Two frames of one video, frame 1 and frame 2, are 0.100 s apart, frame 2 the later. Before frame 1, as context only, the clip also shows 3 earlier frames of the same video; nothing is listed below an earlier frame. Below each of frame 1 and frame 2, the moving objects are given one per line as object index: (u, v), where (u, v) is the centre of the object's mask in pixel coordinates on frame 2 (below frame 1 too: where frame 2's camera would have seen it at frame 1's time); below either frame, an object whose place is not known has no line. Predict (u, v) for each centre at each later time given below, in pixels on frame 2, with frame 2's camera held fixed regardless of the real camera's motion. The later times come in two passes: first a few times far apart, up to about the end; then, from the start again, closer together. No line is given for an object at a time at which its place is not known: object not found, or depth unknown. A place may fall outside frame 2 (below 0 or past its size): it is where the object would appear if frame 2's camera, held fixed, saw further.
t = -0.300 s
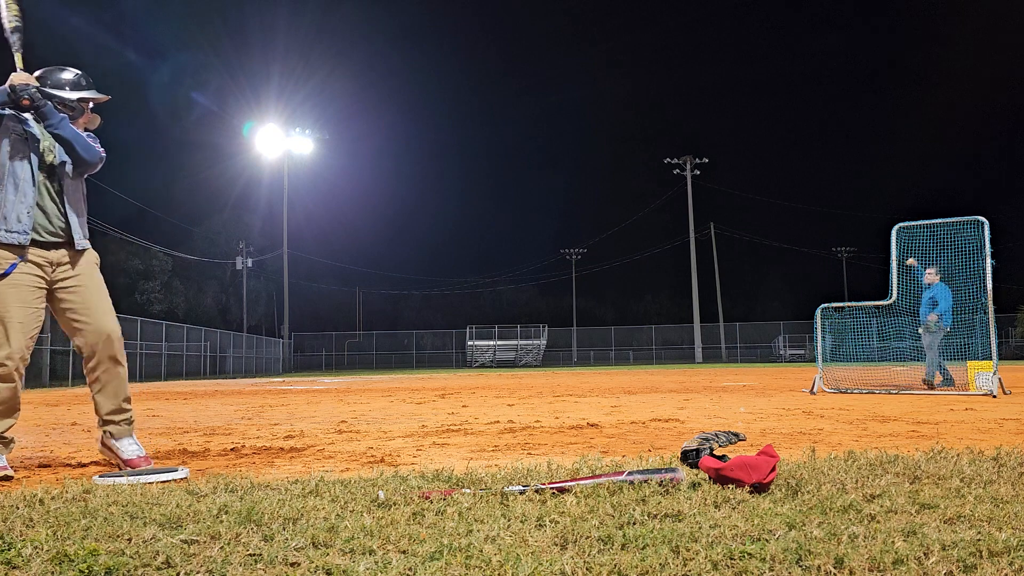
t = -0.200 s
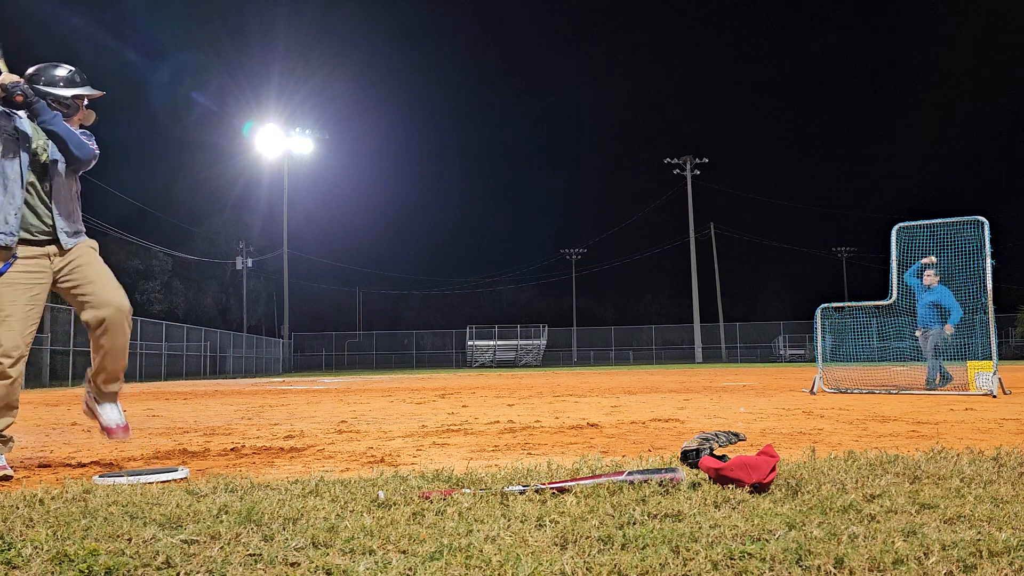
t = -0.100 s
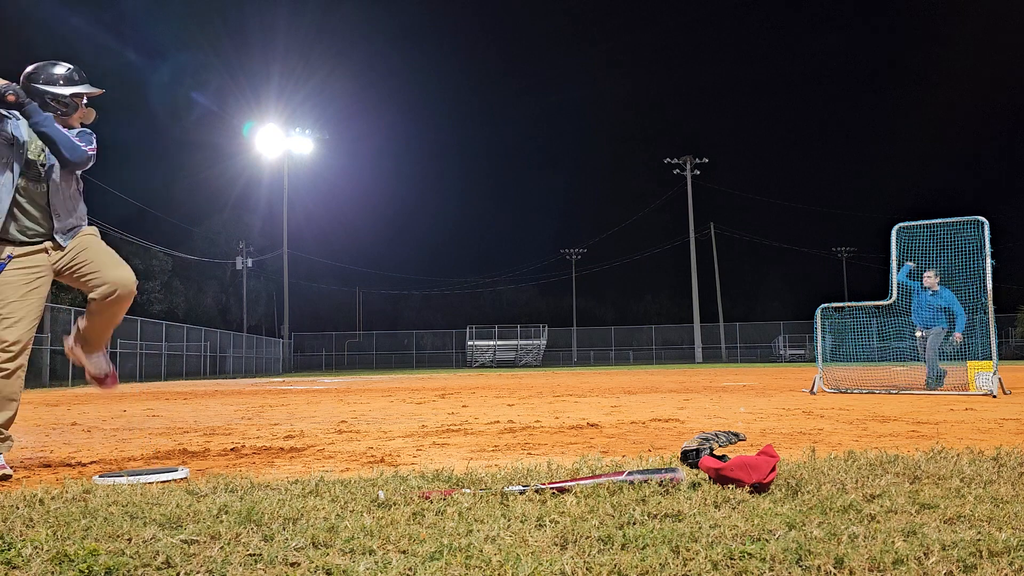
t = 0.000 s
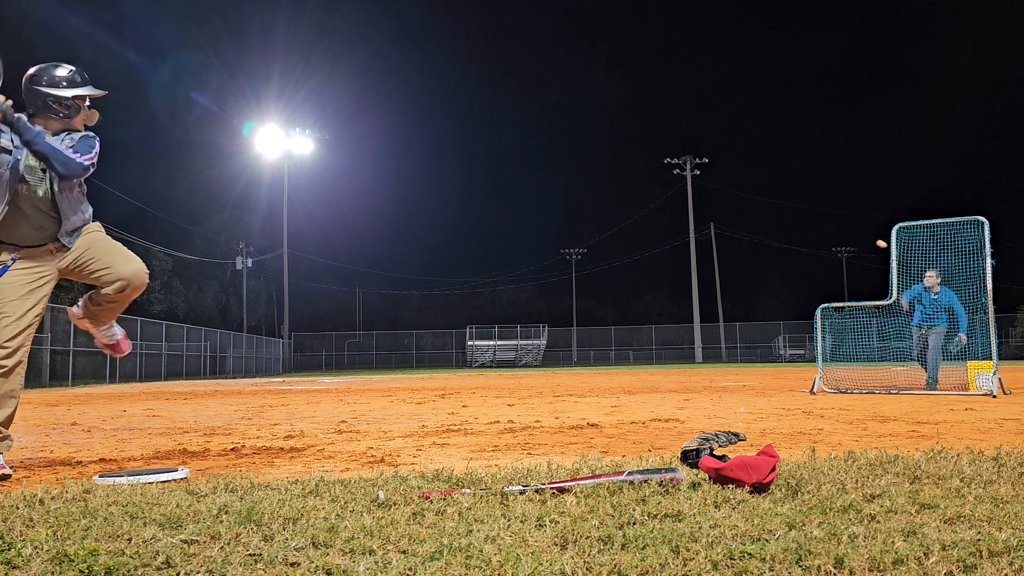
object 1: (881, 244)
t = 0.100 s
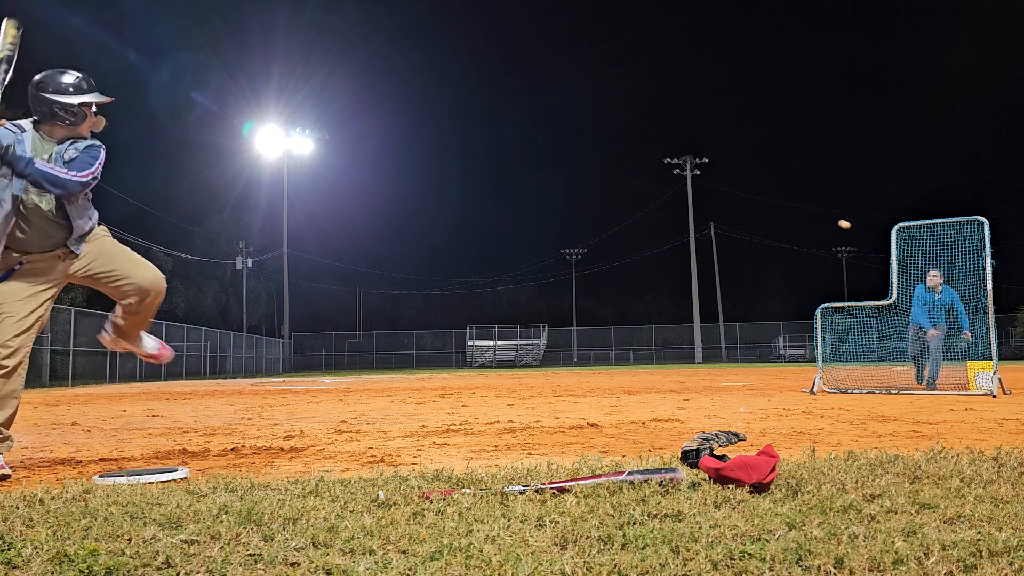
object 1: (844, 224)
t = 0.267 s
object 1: (758, 201)
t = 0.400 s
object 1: (650, 196)
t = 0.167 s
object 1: (814, 213)
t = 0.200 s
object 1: (797, 208)
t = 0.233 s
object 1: (778, 204)
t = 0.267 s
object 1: (758, 201)
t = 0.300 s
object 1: (735, 198)
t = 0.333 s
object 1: (710, 196)
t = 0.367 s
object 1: (681, 195)
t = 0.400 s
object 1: (650, 196)
